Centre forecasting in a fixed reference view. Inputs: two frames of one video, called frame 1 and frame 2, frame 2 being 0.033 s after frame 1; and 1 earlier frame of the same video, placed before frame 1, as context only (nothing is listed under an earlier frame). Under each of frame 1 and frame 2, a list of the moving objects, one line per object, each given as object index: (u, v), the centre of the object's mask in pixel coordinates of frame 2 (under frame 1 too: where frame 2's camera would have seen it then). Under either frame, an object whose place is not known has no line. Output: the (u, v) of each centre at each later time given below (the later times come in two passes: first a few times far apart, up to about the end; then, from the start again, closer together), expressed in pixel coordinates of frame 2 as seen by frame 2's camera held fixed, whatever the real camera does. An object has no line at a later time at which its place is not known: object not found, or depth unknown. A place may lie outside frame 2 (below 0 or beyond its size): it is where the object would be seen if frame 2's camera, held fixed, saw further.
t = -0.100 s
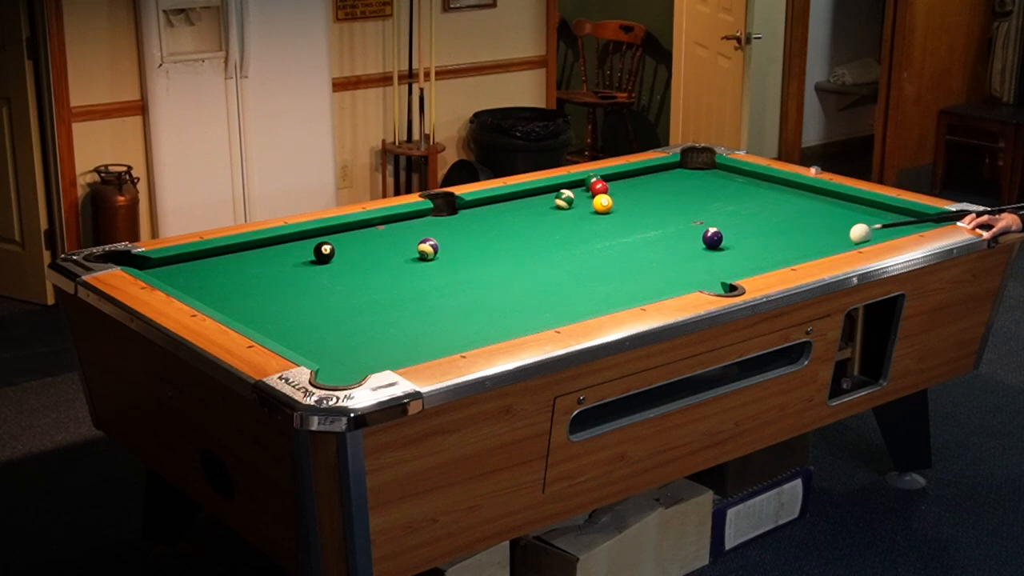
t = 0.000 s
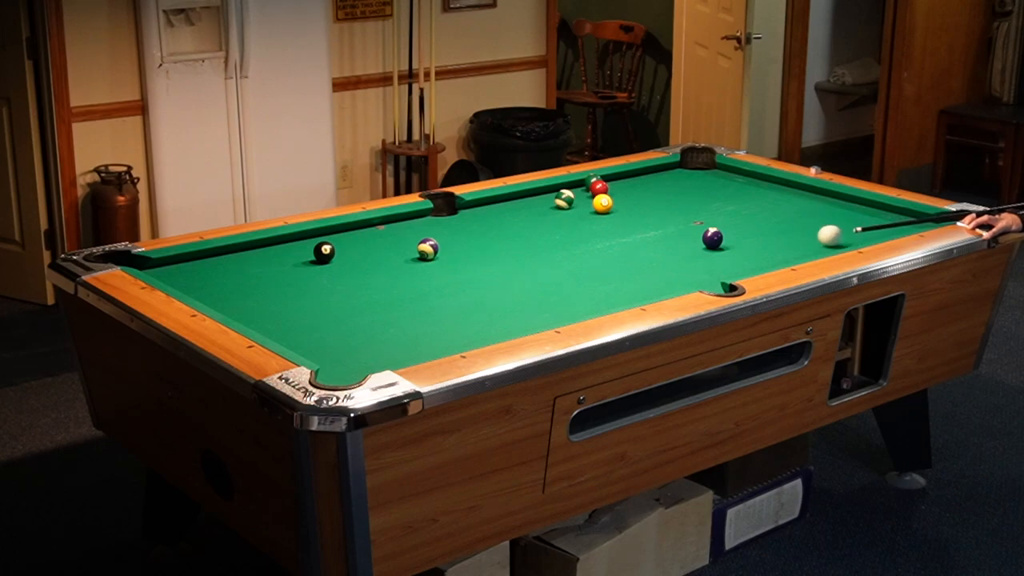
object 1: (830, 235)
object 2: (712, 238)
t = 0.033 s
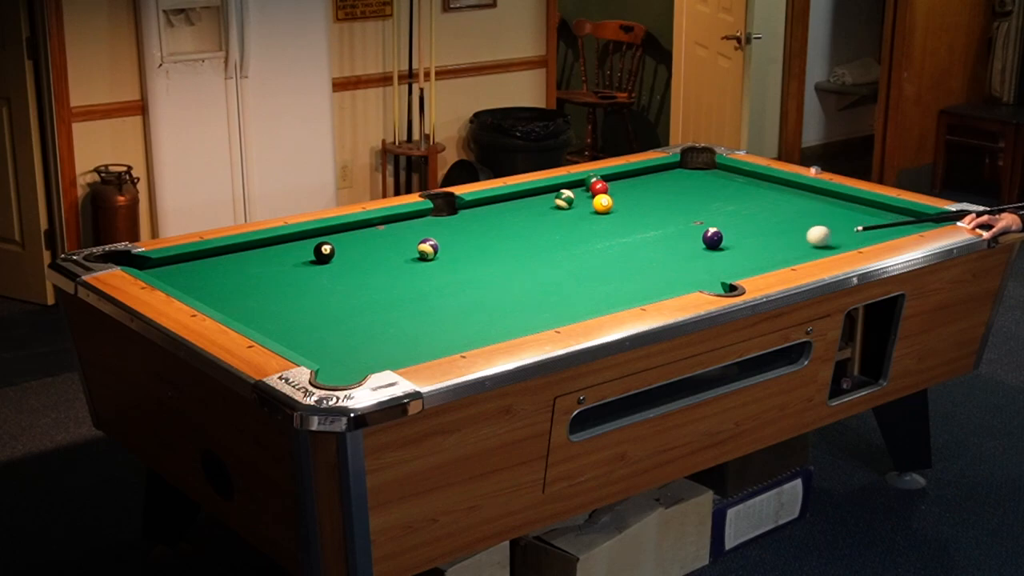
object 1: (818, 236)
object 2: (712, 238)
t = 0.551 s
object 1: (691, 252)
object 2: (673, 233)
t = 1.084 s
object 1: (604, 277)
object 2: (607, 223)
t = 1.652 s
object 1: (510, 301)
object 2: (550, 216)
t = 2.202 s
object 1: (421, 326)
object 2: (506, 210)
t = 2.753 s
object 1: (334, 348)
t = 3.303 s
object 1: (342, 348)
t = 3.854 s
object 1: (380, 340)
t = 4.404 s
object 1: (409, 335)
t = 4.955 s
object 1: (427, 332)
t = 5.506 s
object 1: (434, 333)
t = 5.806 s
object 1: (435, 333)
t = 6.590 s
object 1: (435, 333)
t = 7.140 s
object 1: (435, 333)
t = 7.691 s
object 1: (435, 333)
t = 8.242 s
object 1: (435, 333)
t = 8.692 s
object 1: (435, 333)
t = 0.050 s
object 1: (813, 236)
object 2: (712, 238)
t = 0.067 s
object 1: (807, 236)
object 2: (712, 238)
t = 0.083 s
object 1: (801, 237)
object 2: (712, 238)
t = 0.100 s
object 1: (796, 237)
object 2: (712, 238)
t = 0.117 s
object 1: (790, 237)
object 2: (712, 238)
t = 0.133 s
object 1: (784, 237)
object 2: (712, 238)
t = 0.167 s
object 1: (773, 238)
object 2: (712, 238)
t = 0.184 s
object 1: (768, 238)
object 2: (712, 238)
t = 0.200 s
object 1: (762, 239)
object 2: (712, 238)
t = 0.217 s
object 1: (757, 239)
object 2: (712, 238)
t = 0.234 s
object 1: (751, 239)
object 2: (712, 238)
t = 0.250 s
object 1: (746, 240)
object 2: (712, 238)
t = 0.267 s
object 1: (740, 240)
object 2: (712, 238)
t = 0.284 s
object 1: (734, 241)
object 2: (712, 238)
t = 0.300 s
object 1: (731, 241)
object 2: (711, 238)
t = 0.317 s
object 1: (729, 242)
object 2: (708, 237)
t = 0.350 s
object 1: (724, 244)
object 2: (701, 236)
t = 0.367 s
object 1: (721, 244)
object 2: (699, 236)
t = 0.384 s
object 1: (719, 245)
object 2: (696, 236)
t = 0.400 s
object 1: (716, 246)
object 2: (694, 236)
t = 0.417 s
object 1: (713, 247)
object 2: (692, 235)
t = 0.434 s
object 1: (710, 247)
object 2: (689, 235)
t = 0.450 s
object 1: (708, 248)
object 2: (687, 235)
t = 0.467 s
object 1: (705, 249)
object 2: (685, 234)
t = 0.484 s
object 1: (702, 250)
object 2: (682, 234)
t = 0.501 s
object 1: (700, 250)
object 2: (680, 234)
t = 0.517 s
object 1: (697, 251)
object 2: (678, 233)
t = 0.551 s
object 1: (691, 252)
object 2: (673, 233)
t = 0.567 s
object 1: (689, 253)
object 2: (671, 232)
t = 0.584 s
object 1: (686, 254)
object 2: (669, 232)
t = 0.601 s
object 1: (683, 255)
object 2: (666, 232)
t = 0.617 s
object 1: (681, 256)
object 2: (664, 231)
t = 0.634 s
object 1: (678, 256)
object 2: (662, 231)
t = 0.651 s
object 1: (676, 257)
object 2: (660, 231)
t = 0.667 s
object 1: (673, 258)
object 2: (657, 231)
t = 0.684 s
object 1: (670, 259)
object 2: (656, 230)
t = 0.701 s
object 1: (667, 259)
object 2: (654, 230)
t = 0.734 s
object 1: (662, 261)
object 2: (649, 229)
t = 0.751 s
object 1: (659, 262)
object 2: (647, 229)
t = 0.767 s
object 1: (656, 262)
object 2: (645, 229)
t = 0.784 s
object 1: (654, 263)
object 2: (643, 228)
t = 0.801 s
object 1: (651, 264)
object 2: (641, 228)
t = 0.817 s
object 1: (648, 265)
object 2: (638, 228)
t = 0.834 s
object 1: (645, 265)
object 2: (636, 228)
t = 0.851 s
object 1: (643, 266)
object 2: (634, 227)
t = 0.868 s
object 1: (640, 267)
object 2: (632, 227)
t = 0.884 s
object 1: (637, 268)
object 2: (631, 227)
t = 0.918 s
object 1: (632, 269)
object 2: (627, 226)
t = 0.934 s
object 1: (629, 270)
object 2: (625, 226)
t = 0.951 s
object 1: (626, 271)
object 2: (623, 226)
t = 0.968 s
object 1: (623, 271)
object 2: (621, 225)
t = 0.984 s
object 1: (620, 272)
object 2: (619, 225)
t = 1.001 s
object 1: (618, 273)
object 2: (617, 225)
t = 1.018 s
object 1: (615, 274)
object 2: (615, 224)
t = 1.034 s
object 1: (612, 274)
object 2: (613, 224)
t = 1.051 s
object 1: (609, 275)
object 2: (611, 224)
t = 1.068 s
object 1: (606, 276)
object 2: (609, 224)
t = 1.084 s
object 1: (604, 277)
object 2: (607, 223)
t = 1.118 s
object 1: (598, 278)
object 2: (604, 223)
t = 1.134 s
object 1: (596, 279)
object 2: (602, 223)
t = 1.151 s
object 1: (593, 279)
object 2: (600, 223)
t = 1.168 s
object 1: (590, 280)
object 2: (598, 222)
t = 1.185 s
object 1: (587, 281)
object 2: (596, 222)
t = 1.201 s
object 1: (584, 282)
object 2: (595, 222)
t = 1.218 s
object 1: (582, 283)
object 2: (593, 222)
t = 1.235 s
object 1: (579, 283)
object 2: (591, 221)
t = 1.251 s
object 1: (576, 284)
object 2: (589, 221)
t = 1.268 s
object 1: (573, 285)
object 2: (588, 221)
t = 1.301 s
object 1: (568, 286)
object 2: (584, 220)
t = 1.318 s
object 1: (565, 287)
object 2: (582, 220)
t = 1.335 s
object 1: (563, 288)
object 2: (581, 220)
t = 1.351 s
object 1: (560, 288)
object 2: (579, 220)
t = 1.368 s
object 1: (557, 289)
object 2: (577, 220)
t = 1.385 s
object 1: (554, 290)
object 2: (576, 219)
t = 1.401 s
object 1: (551, 291)
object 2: (574, 219)
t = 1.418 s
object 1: (549, 291)
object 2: (573, 219)
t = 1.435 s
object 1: (546, 292)
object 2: (571, 219)
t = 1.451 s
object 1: (543, 293)
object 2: (569, 219)
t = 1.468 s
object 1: (540, 293)
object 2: (568, 218)
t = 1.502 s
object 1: (535, 295)
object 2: (565, 218)
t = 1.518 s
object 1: (532, 296)
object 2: (563, 218)
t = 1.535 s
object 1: (529, 296)
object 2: (561, 218)
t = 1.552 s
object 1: (527, 297)
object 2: (559, 217)
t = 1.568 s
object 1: (524, 298)
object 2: (558, 217)
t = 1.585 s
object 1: (521, 298)
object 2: (556, 217)
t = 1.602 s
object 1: (518, 299)
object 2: (555, 216)
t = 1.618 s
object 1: (516, 300)
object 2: (553, 216)
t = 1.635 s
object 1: (513, 301)
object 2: (552, 216)
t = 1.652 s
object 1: (510, 301)
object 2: (550, 216)
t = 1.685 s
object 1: (505, 303)
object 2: (547, 215)
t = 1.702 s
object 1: (502, 304)
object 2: (546, 215)
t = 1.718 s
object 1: (499, 304)
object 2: (544, 215)
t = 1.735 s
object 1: (497, 305)
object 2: (543, 215)
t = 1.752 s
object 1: (494, 306)
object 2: (542, 215)
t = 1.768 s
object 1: (491, 307)
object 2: (540, 215)
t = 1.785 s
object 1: (488, 308)
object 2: (539, 215)
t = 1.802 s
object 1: (486, 308)
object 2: (537, 214)
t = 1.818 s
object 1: (483, 309)
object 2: (536, 214)
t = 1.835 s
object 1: (480, 310)
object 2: (535, 214)
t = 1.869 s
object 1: (475, 311)
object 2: (532, 213)
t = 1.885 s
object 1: (472, 312)
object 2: (530, 213)
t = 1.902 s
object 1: (469, 313)
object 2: (529, 213)
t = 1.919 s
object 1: (467, 314)
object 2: (527, 213)
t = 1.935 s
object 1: (464, 314)
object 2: (526, 213)
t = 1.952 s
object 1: (461, 315)
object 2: (525, 213)
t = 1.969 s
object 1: (458, 316)
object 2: (524, 213)
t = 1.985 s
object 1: (456, 316)
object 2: (522, 212)
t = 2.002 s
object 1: (453, 317)
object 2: (521, 212)
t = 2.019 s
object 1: (450, 318)
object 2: (520, 212)
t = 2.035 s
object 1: (448, 319)
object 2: (518, 212)
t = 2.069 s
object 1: (442, 320)
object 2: (516, 212)
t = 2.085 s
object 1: (439, 321)
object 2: (515, 212)
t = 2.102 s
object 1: (437, 322)
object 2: (514, 211)
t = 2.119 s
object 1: (434, 322)
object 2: (512, 211)
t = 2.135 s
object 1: (431, 323)
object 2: (511, 211)
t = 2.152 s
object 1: (429, 324)
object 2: (510, 211)
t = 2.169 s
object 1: (426, 324)
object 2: (509, 211)
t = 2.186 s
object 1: (423, 325)
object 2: (507, 210)
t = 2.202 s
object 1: (421, 326)
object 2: (506, 210)
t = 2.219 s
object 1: (418, 327)
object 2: (505, 210)
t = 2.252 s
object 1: (413, 328)
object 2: (502, 210)
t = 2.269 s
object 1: (410, 329)
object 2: (501, 209)
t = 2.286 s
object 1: (407, 329)
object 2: (500, 209)
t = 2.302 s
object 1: (405, 330)
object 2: (499, 209)
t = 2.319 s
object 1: (402, 331)
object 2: (498, 209)
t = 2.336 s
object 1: (399, 331)
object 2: (497, 209)
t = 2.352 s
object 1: (396, 332)
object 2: (496, 209)
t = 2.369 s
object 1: (394, 333)
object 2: (494, 208)
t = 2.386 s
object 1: (391, 333)
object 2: (493, 208)
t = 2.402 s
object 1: (388, 334)
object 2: (492, 208)
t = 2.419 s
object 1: (386, 335)
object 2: (491, 208)
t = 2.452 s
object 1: (380, 336)
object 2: (489, 208)
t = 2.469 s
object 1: (378, 337)
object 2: (488, 208)
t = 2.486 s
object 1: (375, 338)
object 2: (487, 208)
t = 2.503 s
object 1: (372, 339)
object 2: (486, 208)
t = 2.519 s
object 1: (370, 339)
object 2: (485, 208)
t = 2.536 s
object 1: (367, 339)
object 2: (484, 208)
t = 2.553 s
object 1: (365, 340)
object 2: (483, 207)
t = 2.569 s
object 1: (362, 341)
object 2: (483, 208)
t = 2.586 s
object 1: (359, 342)
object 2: (482, 207)
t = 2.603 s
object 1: (357, 342)
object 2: (481, 207)
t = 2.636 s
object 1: (352, 344)
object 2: (479, 207)
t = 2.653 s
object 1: (349, 345)
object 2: (478, 207)
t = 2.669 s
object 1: (347, 345)
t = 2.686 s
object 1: (344, 346)
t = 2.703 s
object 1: (341, 346)
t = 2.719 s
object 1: (339, 347)
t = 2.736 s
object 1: (336, 348)
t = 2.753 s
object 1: (334, 348)
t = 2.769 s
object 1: (331, 349)
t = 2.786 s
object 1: (329, 350)
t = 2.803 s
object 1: (326, 351)
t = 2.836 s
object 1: (322, 352)
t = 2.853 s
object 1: (319, 352)
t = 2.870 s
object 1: (317, 352)
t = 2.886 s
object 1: (315, 352)
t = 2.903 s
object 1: (313, 352)
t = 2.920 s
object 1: (310, 351)
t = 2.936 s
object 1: (311, 352)
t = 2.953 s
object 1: (312, 352)
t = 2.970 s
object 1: (314, 352)
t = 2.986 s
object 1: (315, 352)
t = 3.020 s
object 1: (318, 352)
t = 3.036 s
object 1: (319, 352)
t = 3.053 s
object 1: (320, 352)
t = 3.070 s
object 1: (322, 352)
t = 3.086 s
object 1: (323, 352)
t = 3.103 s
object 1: (325, 352)
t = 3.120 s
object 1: (326, 351)
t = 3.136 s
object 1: (327, 351)
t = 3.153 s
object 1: (329, 350)
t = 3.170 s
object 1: (330, 350)
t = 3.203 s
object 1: (333, 349)
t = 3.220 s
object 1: (335, 349)
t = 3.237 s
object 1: (336, 349)
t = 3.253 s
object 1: (338, 349)
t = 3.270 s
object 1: (339, 348)
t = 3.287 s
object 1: (340, 348)
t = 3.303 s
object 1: (342, 348)
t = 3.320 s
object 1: (343, 348)
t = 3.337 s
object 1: (344, 347)
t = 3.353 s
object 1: (345, 347)
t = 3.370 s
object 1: (347, 347)
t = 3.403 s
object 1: (350, 346)
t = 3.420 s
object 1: (351, 346)
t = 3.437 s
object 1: (352, 346)
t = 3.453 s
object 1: (353, 346)
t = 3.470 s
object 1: (355, 345)
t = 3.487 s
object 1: (356, 345)
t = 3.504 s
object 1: (357, 345)
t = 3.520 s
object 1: (358, 345)
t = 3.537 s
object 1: (359, 344)
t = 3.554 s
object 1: (361, 344)
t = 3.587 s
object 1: (363, 344)
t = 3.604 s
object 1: (364, 343)
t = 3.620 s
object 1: (365, 343)
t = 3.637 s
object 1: (366, 343)
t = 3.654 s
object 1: (367, 343)
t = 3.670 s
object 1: (369, 342)
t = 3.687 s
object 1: (370, 342)
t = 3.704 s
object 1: (371, 342)
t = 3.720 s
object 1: (372, 342)
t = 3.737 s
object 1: (373, 341)
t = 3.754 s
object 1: (374, 341)
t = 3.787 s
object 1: (376, 341)
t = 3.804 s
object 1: (377, 341)
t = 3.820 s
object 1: (378, 340)
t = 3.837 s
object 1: (379, 340)
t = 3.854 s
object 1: (380, 340)
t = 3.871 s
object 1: (381, 340)
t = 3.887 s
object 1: (382, 340)
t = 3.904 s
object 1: (383, 339)
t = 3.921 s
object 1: (384, 339)
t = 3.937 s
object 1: (385, 339)
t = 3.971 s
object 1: (387, 339)
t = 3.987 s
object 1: (388, 339)
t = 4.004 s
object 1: (389, 338)
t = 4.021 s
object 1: (390, 338)
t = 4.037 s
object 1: (391, 338)
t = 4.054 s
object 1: (392, 338)
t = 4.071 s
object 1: (393, 338)
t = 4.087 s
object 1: (394, 338)
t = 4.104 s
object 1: (395, 338)
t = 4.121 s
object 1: (395, 337)
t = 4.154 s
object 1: (397, 337)
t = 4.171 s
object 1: (398, 337)
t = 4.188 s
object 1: (399, 337)
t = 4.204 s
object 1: (399, 337)
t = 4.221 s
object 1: (400, 336)
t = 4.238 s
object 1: (401, 336)
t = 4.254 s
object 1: (402, 336)
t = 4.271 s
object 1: (403, 336)
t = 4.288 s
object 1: (404, 336)
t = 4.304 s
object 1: (405, 336)
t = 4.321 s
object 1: (405, 336)
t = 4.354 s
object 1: (407, 335)
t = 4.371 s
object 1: (407, 335)
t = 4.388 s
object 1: (408, 335)
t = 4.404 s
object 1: (409, 335)
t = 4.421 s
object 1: (409, 335)
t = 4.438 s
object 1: (410, 335)
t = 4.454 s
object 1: (411, 334)
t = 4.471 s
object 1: (411, 334)
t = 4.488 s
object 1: (412, 334)
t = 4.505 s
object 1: (413, 334)
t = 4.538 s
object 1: (414, 334)
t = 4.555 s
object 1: (415, 334)
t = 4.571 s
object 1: (415, 334)
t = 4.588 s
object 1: (416, 333)
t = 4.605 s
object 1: (416, 333)
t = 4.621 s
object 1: (417, 333)
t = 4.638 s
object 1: (418, 333)
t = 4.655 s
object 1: (418, 333)
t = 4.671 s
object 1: (419, 333)
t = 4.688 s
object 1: (419, 333)
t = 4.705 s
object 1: (420, 333)
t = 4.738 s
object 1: (421, 333)
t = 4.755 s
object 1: (421, 333)
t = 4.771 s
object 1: (422, 333)
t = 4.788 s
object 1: (422, 333)
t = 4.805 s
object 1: (423, 333)
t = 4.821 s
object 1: (423, 333)
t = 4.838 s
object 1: (424, 333)
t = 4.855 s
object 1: (424, 333)
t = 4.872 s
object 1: (425, 332)
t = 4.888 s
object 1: (425, 332)
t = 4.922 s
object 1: (426, 332)
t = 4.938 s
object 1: (426, 332)
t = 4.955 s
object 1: (427, 332)
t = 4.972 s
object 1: (427, 332)
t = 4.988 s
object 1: (427, 333)
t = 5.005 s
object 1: (428, 332)
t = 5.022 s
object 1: (428, 333)
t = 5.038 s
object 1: (428, 333)
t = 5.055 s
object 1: (429, 333)
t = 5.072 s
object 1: (429, 333)
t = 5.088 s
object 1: (429, 333)
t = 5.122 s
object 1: (430, 333)
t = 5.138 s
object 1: (430, 333)
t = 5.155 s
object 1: (430, 333)
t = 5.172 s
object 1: (431, 333)
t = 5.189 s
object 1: (431, 333)
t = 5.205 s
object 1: (431, 333)
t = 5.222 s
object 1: (431, 333)
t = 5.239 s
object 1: (431, 333)
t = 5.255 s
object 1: (432, 333)
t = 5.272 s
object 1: (432, 332)
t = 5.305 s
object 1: (432, 333)
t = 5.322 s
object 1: (432, 333)
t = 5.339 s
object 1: (433, 333)
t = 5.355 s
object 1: (433, 333)
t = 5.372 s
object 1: (433, 333)
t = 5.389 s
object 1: (433, 333)
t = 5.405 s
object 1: (433, 333)
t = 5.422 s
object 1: (433, 333)
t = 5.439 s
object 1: (433, 333)
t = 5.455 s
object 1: (433, 333)
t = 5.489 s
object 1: (434, 333)
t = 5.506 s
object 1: (434, 333)
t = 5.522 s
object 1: (434, 333)
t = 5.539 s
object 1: (434, 333)
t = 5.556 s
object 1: (434, 333)
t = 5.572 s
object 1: (434, 333)
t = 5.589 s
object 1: (434, 333)
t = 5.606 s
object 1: (434, 333)
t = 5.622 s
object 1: (434, 333)
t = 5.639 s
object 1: (434, 333)
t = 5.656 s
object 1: (434, 333)
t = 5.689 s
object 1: (435, 333)
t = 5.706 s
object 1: (435, 333)
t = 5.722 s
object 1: (435, 333)
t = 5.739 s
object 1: (435, 333)
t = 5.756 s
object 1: (435, 333)
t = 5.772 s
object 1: (435, 333)
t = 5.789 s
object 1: (435, 333)
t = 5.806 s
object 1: (435, 333)
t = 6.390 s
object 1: (435, 333)
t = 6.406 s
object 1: (435, 333)
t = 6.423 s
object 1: (435, 333)
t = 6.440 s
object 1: (435, 333)
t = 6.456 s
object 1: (435, 333)
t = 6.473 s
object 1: (435, 333)
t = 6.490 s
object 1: (435, 333)
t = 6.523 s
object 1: (435, 333)
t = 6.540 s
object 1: (435, 333)
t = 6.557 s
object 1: (435, 333)
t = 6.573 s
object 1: (435, 333)
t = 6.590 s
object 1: (435, 333)
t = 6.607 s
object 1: (435, 333)
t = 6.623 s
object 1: (435, 333)
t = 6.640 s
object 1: (435, 333)
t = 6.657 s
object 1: (435, 333)
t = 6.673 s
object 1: (435, 333)
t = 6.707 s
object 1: (435, 333)
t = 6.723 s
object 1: (435, 333)
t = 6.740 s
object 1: (435, 333)
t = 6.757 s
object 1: (435, 333)
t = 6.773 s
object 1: (435, 333)
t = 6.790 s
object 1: (435, 333)
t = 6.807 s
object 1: (435, 333)
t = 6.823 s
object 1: (435, 333)
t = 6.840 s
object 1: (435, 333)
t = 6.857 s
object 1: (435, 333)
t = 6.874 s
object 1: (435, 333)
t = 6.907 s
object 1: (435, 333)
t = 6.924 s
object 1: (435, 333)
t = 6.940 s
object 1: (435, 333)
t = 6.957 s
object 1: (435, 333)
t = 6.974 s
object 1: (435, 333)
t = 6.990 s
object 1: (435, 333)
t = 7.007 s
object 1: (435, 333)
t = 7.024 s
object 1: (435, 333)
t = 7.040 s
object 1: (435, 333)
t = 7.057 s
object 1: (435, 333)
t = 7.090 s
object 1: (435, 333)
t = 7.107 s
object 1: (435, 333)
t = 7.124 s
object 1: (435, 333)
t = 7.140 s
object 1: (435, 333)
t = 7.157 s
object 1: (435, 333)
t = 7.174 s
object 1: (435, 333)
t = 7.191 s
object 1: (435, 333)
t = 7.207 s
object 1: (435, 333)
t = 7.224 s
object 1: (435, 333)
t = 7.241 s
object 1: (435, 333)
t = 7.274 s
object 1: (435, 333)
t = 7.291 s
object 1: (435, 333)
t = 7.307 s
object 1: (435, 333)
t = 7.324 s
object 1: (435, 333)
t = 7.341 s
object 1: (435, 333)
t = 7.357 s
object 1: (435, 333)
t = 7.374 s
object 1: (435, 333)
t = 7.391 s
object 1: (435, 333)
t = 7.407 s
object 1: (435, 333)
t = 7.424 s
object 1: (435, 333)
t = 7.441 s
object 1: (435, 333)
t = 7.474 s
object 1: (435, 333)
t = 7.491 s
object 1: (435, 333)
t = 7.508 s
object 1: (435, 333)
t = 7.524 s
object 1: (435, 333)
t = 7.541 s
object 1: (435, 333)
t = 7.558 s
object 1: (435, 333)
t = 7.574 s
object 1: (435, 333)
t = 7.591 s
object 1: (435, 333)
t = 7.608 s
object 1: (435, 333)
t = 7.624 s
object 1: (435, 333)
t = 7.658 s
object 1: (435, 333)
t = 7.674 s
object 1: (435, 333)
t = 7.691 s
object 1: (435, 333)
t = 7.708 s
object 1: (435, 333)
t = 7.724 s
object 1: (435, 333)
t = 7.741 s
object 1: (435, 333)
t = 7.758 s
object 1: (435, 333)
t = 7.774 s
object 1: (435, 333)
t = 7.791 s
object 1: (435, 333)
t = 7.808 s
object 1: (435, 333)
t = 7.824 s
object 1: (435, 333)
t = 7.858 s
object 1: (435, 333)
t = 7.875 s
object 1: (435, 333)
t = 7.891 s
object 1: (435, 333)
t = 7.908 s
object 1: (435, 333)
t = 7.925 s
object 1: (435, 333)
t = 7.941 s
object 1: (435, 333)
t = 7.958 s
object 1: (435, 333)
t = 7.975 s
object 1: (435, 333)
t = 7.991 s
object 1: (435, 333)
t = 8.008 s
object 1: (435, 333)
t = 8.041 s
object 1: (435, 333)
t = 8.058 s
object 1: (435, 333)
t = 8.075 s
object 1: (435, 333)
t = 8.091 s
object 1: (435, 333)
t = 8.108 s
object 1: (435, 333)
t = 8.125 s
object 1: (435, 333)
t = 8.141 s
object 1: (435, 333)
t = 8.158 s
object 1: (435, 333)
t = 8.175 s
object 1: (435, 333)
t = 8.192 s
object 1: (435, 333)
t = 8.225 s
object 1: (435, 333)
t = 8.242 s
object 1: (435, 333)
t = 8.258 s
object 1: (435, 333)
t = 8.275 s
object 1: (435, 333)
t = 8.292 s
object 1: (435, 333)
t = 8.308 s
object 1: (435, 333)
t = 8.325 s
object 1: (435, 333)
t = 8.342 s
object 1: (435, 333)
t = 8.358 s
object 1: (435, 333)
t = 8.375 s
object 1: (435, 333)
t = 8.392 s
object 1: (435, 333)
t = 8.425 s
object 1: (435, 333)
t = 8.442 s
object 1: (435, 333)
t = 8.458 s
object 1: (435, 333)
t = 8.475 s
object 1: (435, 333)
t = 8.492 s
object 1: (435, 333)
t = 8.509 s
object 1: (435, 333)
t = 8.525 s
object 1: (435, 333)
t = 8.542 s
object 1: (435, 333)
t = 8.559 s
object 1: (435, 333)
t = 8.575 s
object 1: (435, 333)
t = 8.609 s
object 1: (435, 333)
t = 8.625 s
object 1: (435, 333)
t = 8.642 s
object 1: (435, 333)
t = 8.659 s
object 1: (435, 333)
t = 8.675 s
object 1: (435, 333)
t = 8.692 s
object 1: (435, 333)
